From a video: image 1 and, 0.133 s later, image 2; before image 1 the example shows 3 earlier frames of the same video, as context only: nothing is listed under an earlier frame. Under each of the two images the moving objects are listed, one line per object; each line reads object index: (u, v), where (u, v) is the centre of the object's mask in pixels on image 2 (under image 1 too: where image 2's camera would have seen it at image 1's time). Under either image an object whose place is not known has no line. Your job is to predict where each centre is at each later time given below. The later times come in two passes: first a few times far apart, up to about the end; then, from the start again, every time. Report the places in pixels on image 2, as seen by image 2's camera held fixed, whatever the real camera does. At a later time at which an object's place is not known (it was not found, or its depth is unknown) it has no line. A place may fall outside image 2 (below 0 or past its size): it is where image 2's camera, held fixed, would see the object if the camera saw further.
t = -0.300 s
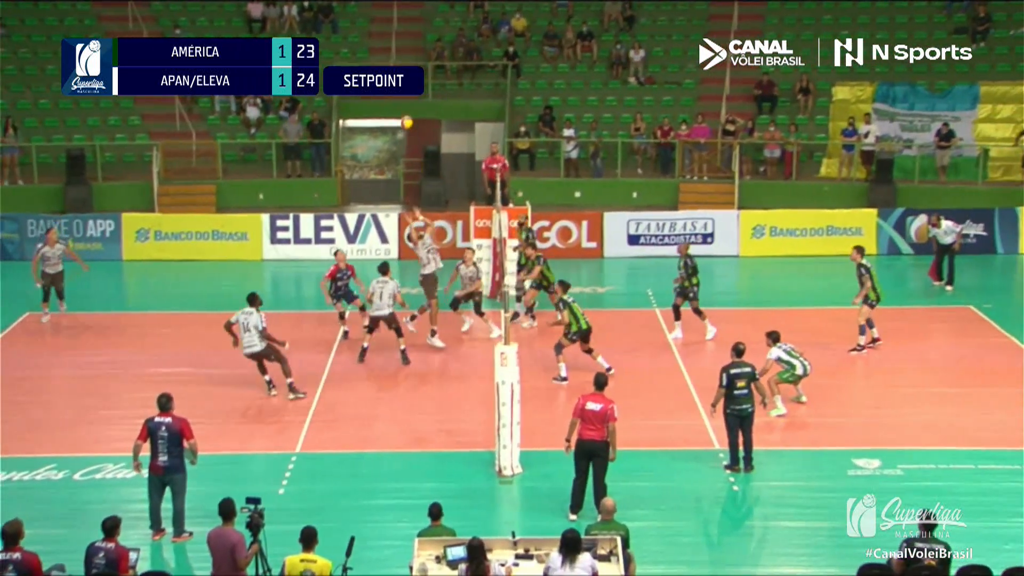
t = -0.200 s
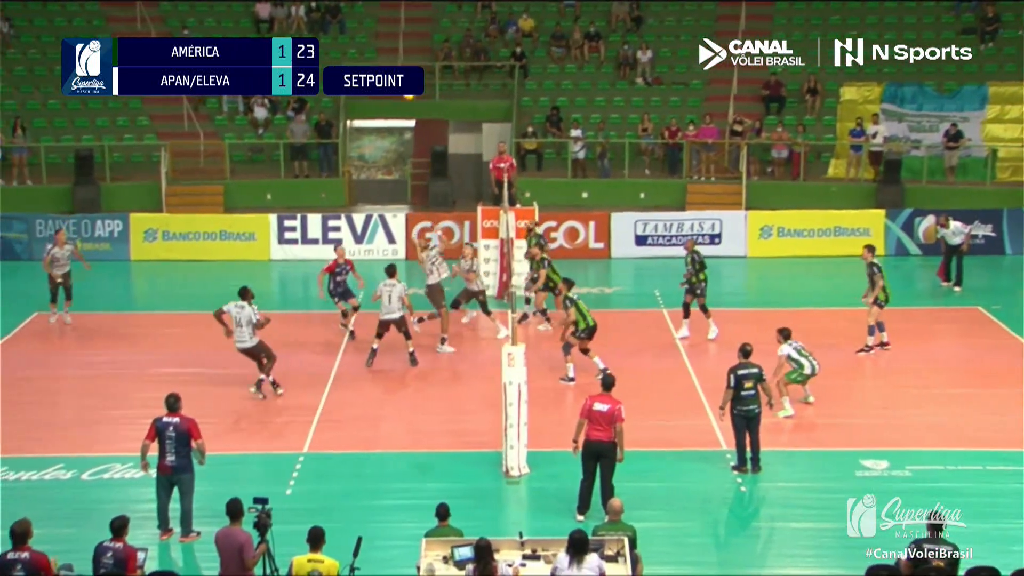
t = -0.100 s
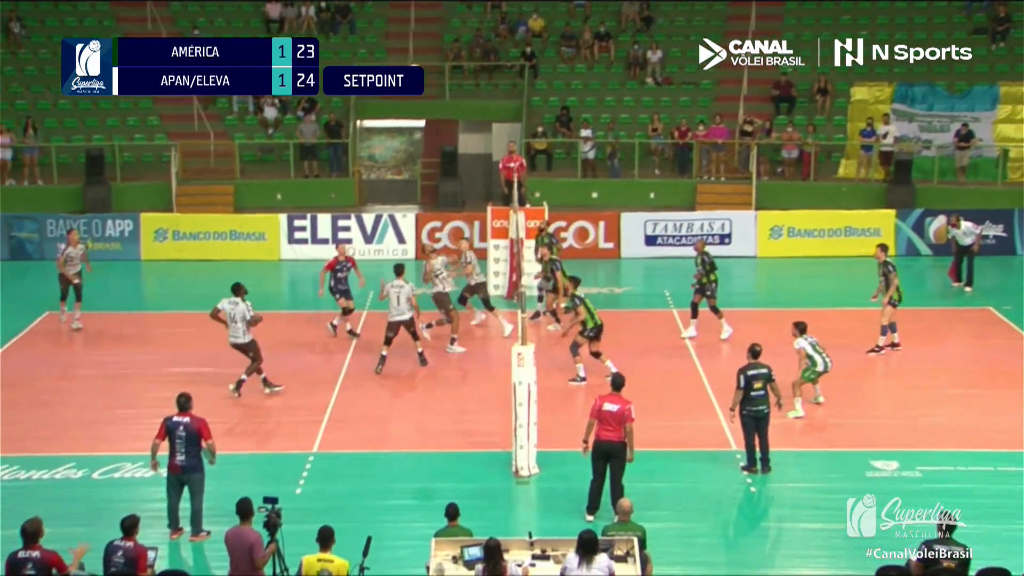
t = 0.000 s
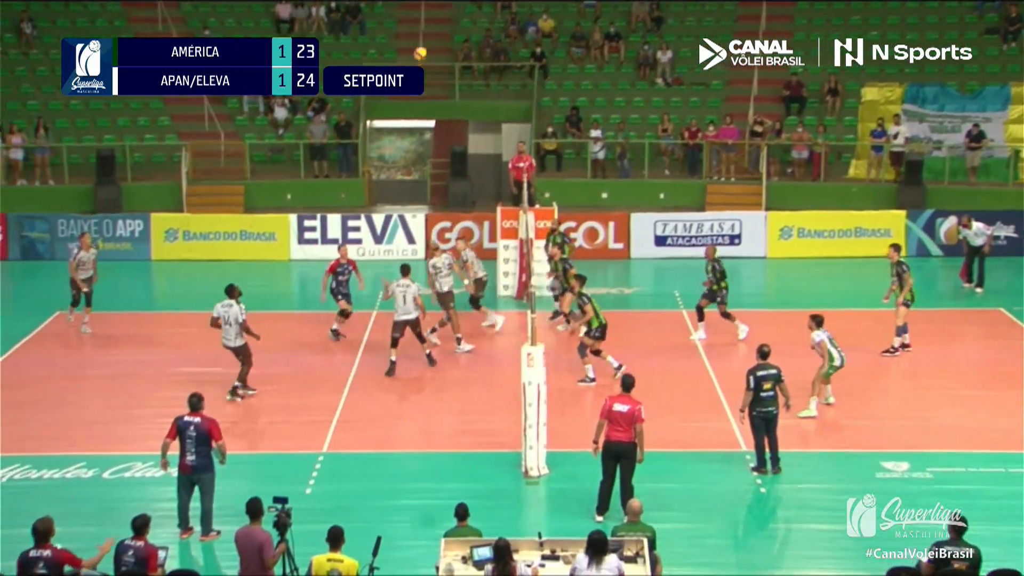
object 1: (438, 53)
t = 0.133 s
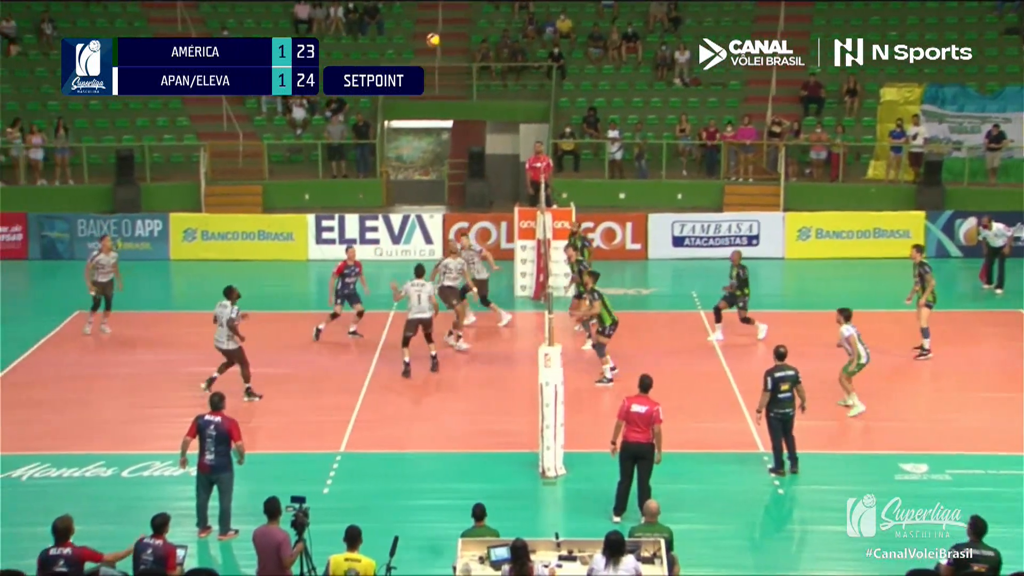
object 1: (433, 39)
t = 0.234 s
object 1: (429, 36)
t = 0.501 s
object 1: (420, 55)
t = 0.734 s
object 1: (412, 107)
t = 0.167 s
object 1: (432, 37)
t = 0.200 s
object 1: (430, 36)
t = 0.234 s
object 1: (429, 36)
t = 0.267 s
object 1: (428, 35)
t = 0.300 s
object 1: (427, 36)
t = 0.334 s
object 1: (426, 38)
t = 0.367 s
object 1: (425, 40)
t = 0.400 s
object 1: (424, 42)
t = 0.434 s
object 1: (422, 46)
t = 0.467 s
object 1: (422, 48)
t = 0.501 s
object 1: (420, 55)
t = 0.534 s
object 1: (419, 60)
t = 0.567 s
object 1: (418, 66)
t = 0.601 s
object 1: (417, 72)
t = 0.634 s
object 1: (416, 80)
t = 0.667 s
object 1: (415, 89)
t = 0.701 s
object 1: (414, 98)
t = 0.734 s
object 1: (412, 107)
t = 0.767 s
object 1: (412, 117)
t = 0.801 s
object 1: (410, 129)
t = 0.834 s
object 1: (409, 139)
